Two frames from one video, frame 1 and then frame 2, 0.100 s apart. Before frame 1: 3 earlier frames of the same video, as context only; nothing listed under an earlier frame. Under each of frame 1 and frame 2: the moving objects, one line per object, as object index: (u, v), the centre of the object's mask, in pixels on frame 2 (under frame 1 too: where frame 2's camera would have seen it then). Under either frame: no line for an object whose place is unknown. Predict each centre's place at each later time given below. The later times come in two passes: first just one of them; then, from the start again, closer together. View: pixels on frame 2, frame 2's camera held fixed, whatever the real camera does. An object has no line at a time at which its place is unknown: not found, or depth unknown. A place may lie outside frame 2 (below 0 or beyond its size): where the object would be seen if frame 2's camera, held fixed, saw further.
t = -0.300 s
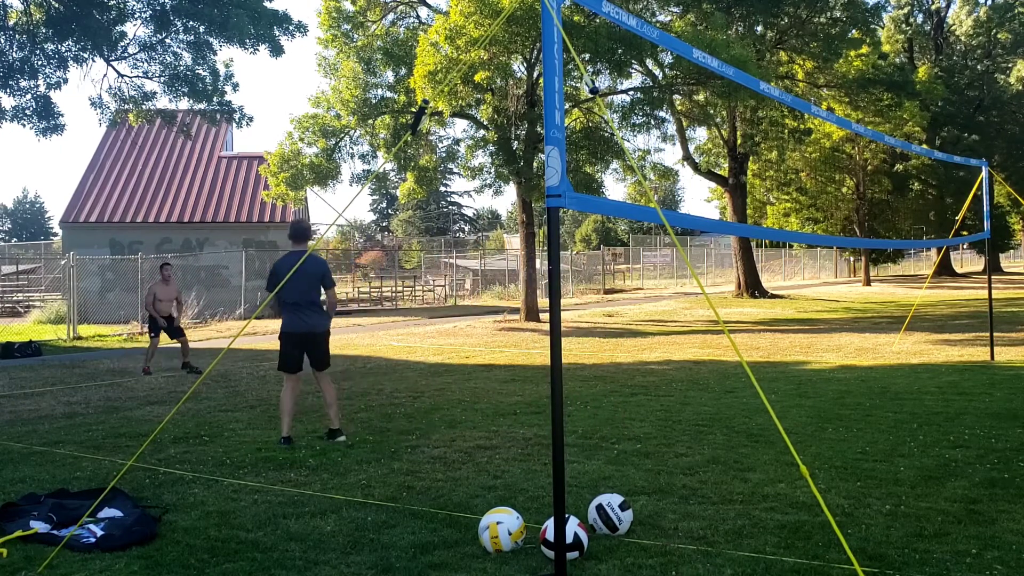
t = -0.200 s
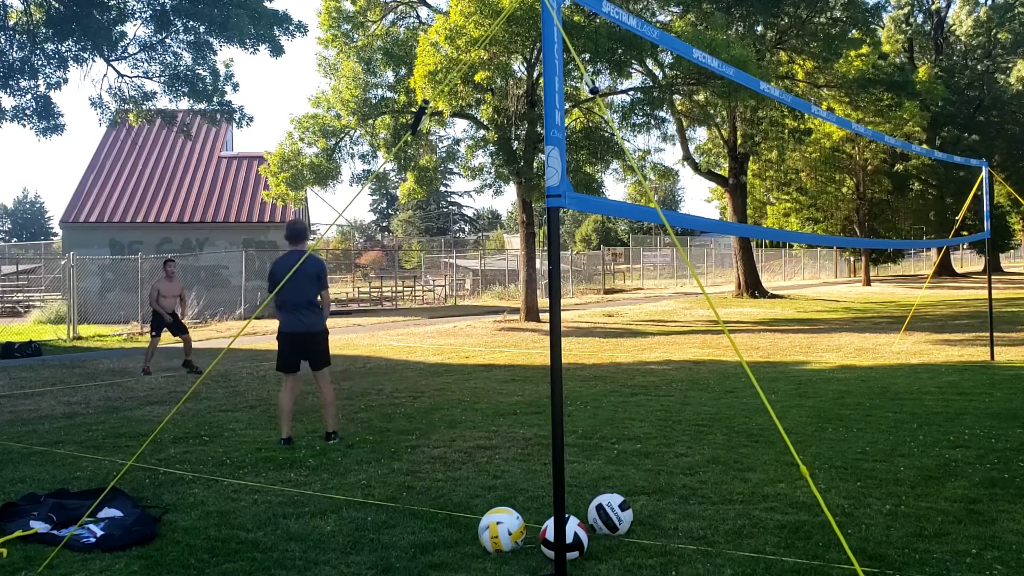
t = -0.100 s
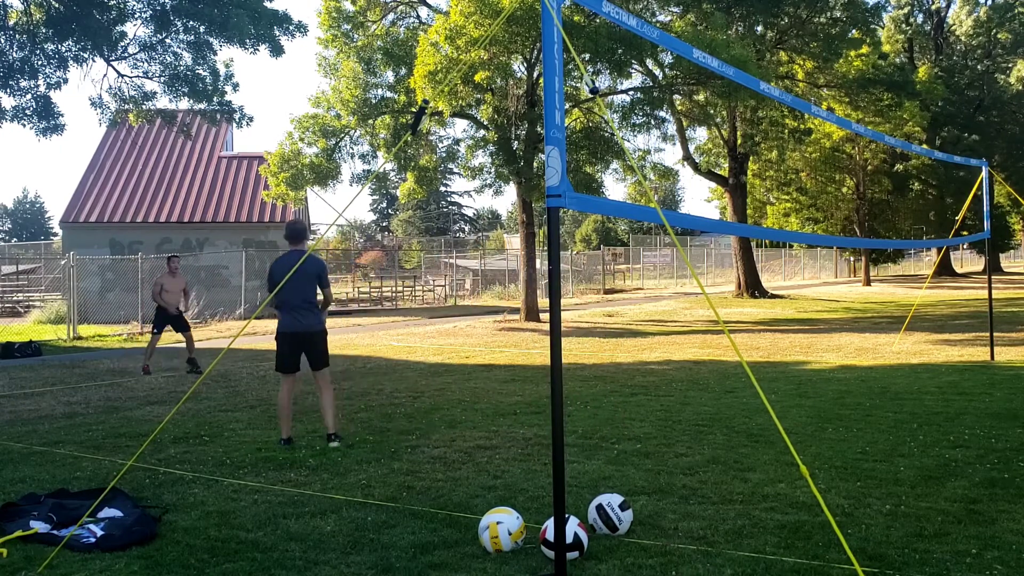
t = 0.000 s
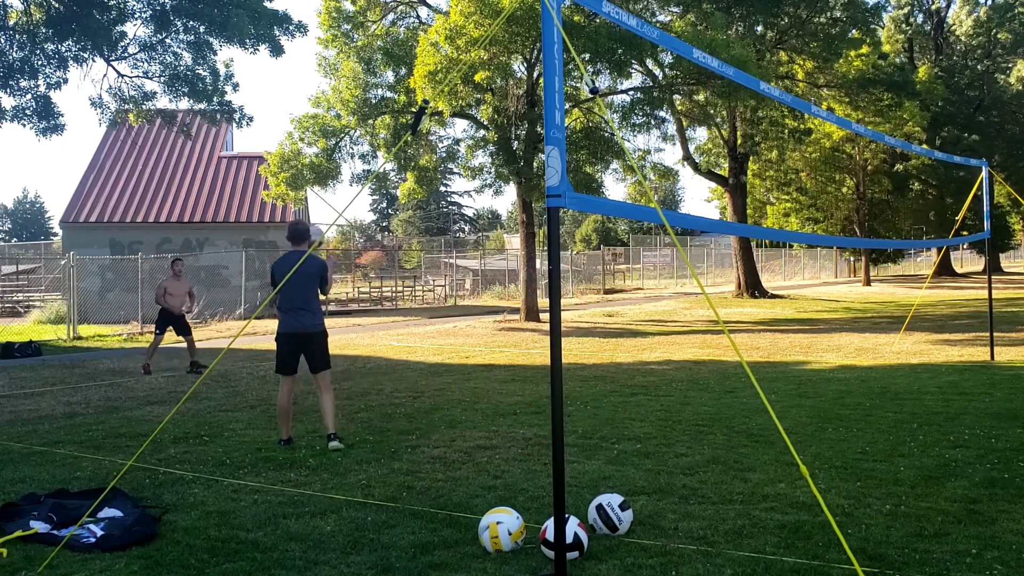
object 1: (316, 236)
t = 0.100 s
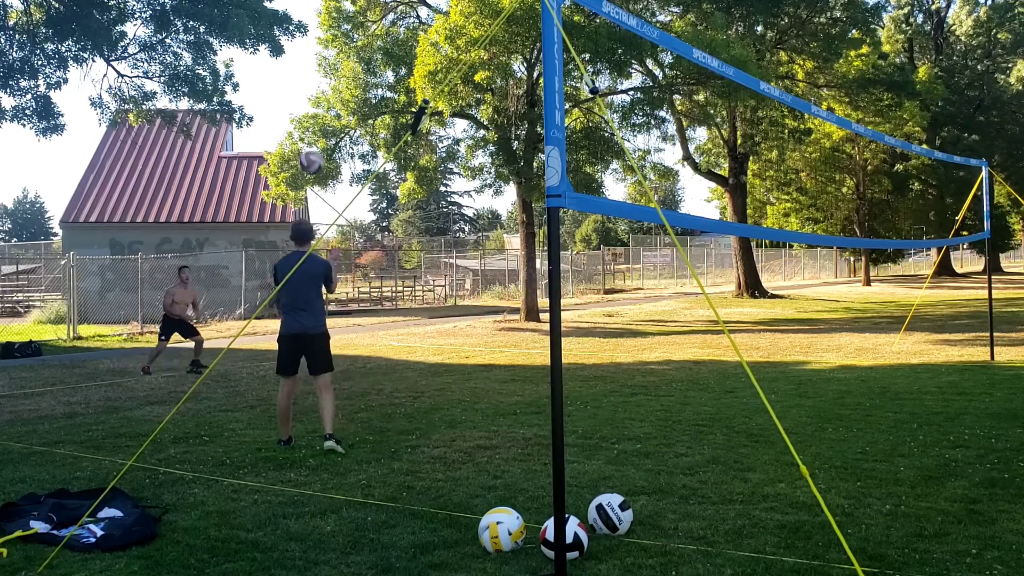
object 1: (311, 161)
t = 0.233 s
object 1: (311, 88)
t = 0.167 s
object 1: (311, 122)
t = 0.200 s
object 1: (311, 104)
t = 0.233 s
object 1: (311, 88)
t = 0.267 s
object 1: (312, 74)
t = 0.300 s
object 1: (312, 61)
